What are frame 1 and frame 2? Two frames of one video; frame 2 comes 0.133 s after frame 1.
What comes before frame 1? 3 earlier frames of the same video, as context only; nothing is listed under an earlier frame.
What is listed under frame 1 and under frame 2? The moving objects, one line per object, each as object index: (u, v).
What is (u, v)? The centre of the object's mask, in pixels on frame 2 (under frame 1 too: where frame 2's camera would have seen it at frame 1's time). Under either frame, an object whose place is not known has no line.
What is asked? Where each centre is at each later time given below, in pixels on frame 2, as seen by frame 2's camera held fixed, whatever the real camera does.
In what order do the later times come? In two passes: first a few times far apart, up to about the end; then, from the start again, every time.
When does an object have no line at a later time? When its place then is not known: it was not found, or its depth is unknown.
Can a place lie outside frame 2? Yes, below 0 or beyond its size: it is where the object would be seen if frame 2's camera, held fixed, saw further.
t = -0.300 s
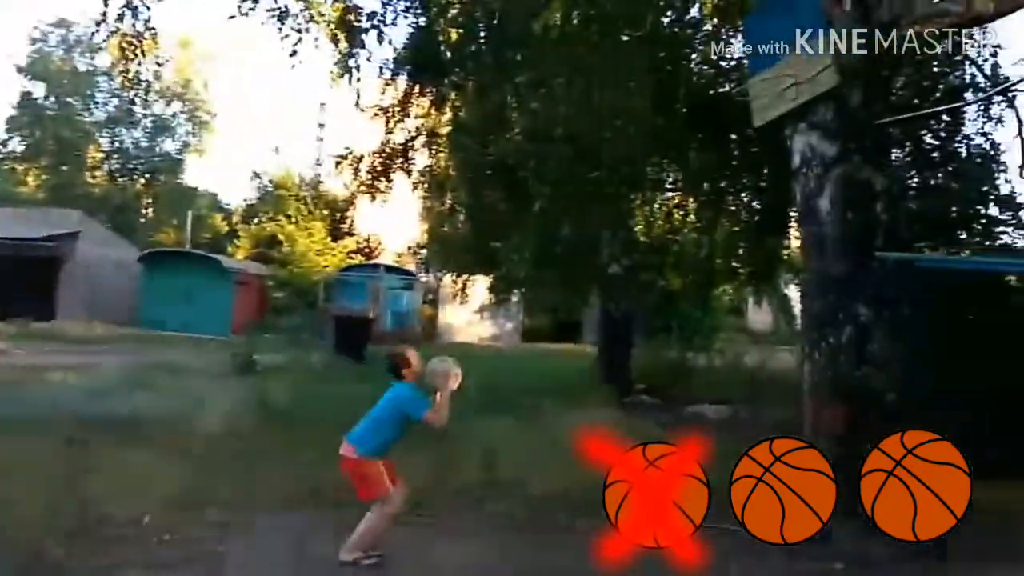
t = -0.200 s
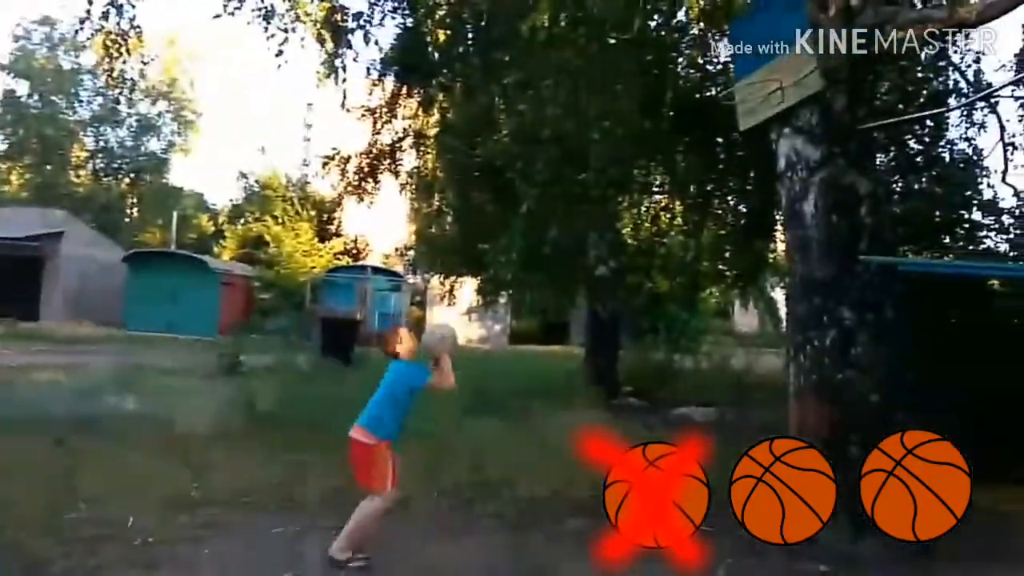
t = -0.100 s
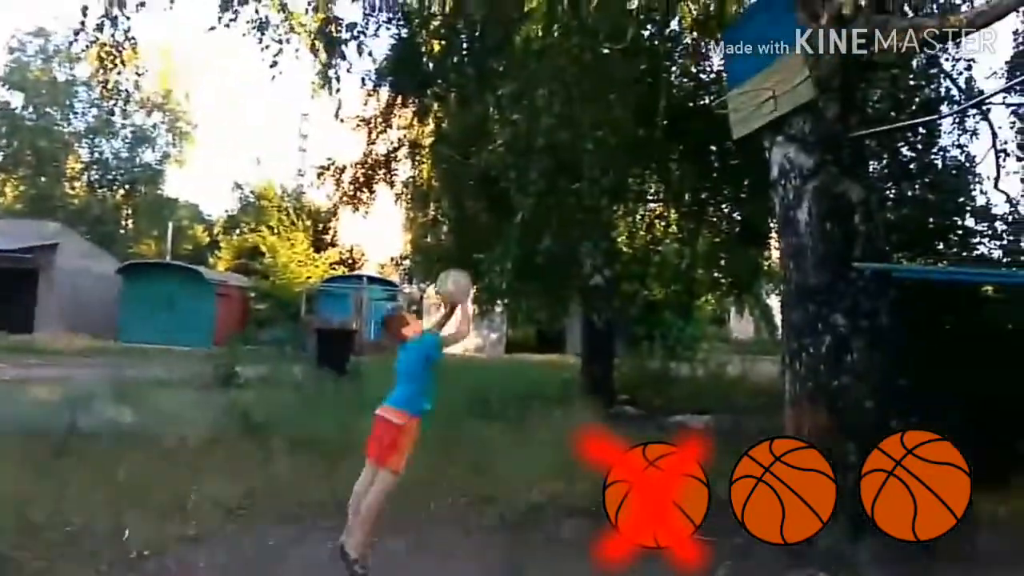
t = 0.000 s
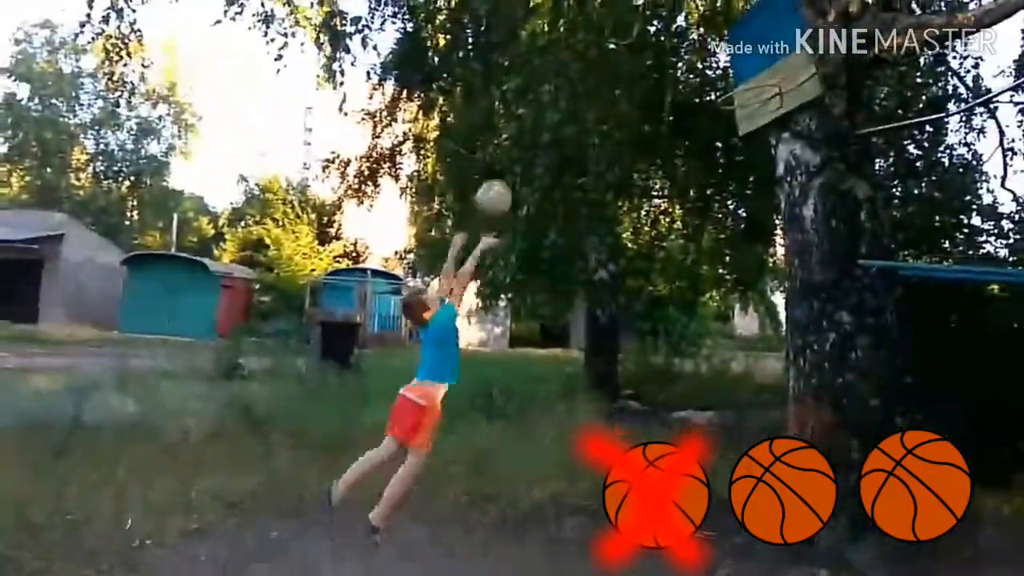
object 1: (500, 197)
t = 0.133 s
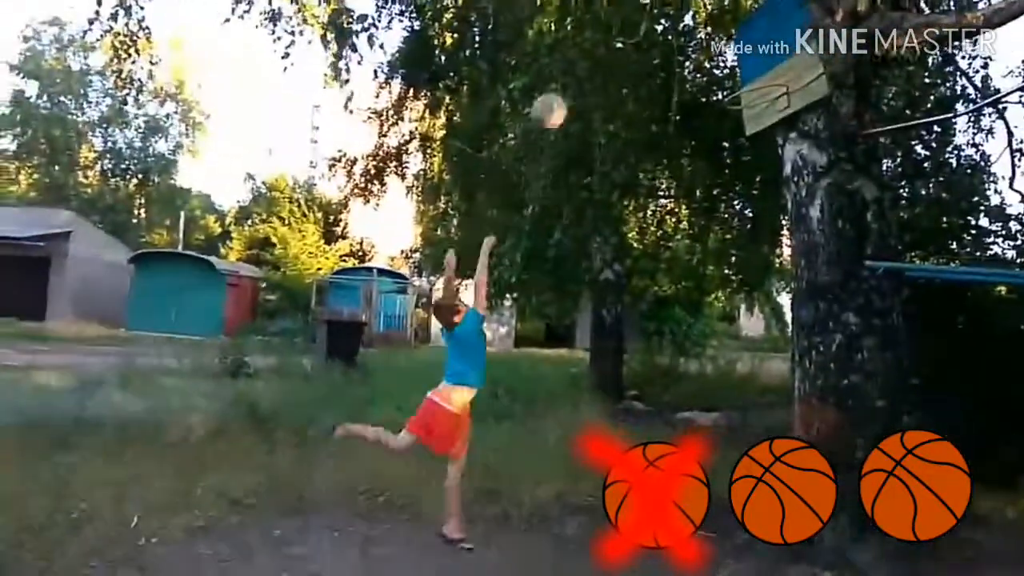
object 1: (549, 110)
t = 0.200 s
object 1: (571, 80)
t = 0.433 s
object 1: (642, 25)
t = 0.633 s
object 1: (695, 44)
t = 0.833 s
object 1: (727, 71)
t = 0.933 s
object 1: (732, 58)
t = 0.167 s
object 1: (560, 94)
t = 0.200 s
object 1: (571, 80)
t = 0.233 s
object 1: (581, 68)
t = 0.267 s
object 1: (593, 55)
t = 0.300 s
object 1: (602, 46)
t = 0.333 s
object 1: (613, 37)
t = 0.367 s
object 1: (623, 31)
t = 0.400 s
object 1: (632, 27)
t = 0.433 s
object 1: (642, 25)
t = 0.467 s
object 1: (653, 23)
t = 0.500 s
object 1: (661, 25)
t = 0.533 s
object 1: (670, 28)
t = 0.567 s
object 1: (679, 30)
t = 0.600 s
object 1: (687, 38)
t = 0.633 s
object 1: (695, 44)
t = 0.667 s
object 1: (703, 52)
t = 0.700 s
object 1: (712, 65)
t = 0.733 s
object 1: (719, 75)
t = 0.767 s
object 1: (725, 85)
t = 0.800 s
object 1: (727, 79)
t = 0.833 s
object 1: (727, 71)
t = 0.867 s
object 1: (730, 64)
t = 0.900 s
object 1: (731, 61)
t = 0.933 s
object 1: (732, 58)
